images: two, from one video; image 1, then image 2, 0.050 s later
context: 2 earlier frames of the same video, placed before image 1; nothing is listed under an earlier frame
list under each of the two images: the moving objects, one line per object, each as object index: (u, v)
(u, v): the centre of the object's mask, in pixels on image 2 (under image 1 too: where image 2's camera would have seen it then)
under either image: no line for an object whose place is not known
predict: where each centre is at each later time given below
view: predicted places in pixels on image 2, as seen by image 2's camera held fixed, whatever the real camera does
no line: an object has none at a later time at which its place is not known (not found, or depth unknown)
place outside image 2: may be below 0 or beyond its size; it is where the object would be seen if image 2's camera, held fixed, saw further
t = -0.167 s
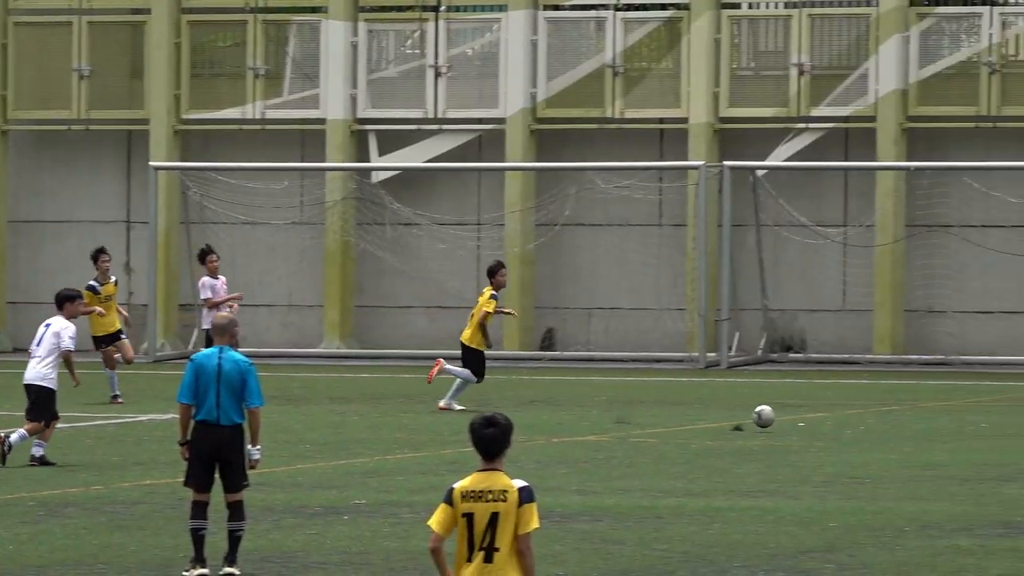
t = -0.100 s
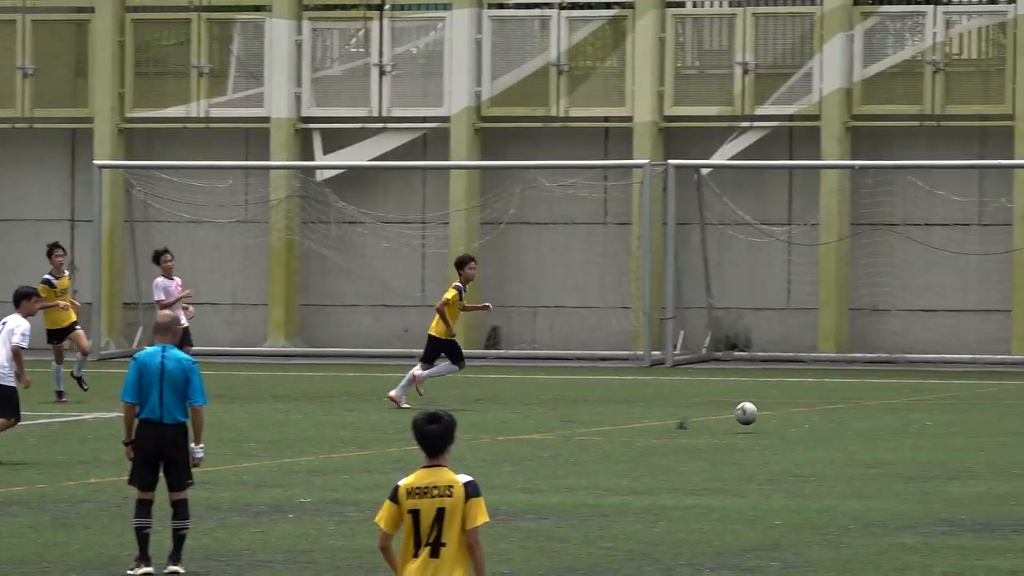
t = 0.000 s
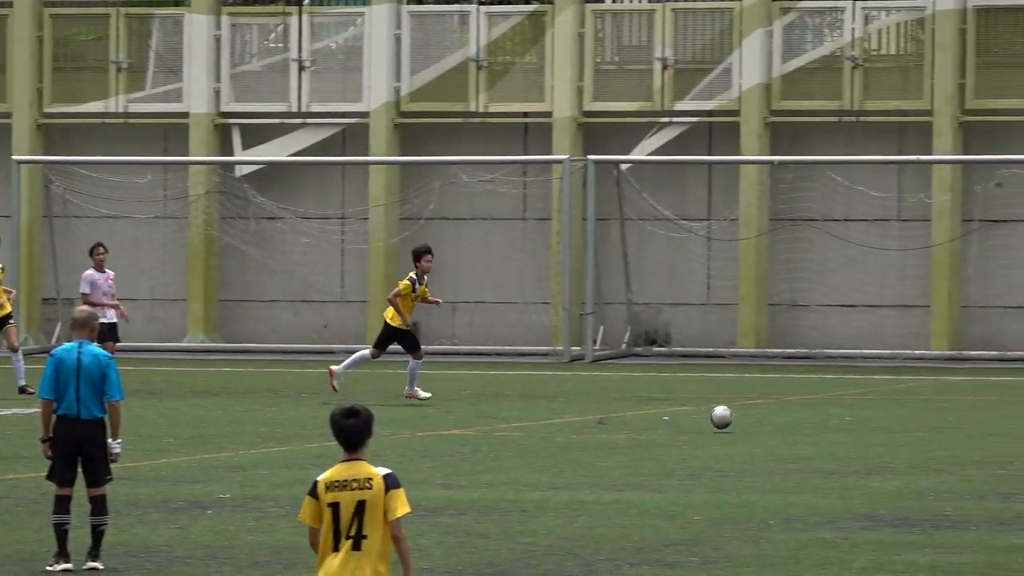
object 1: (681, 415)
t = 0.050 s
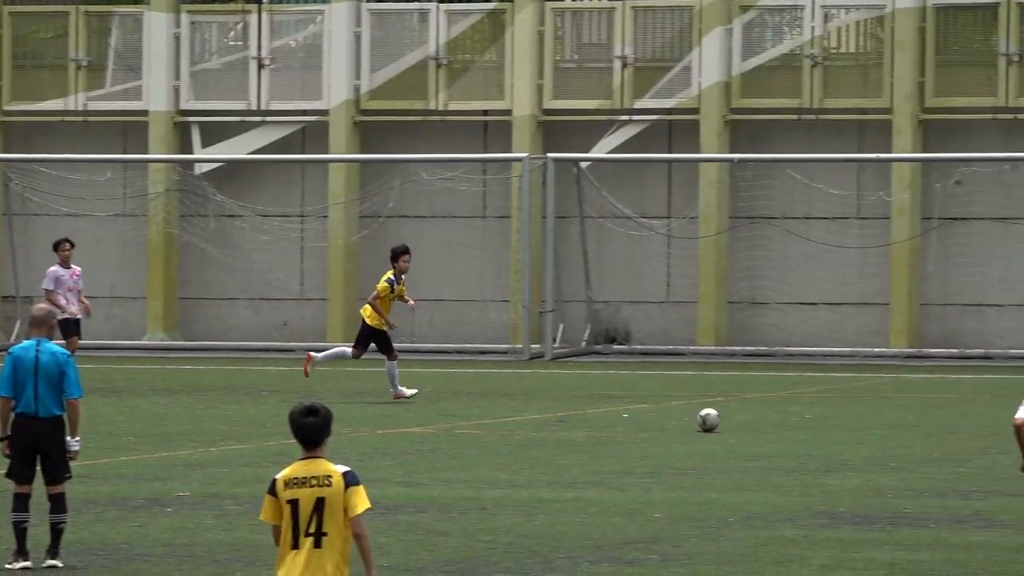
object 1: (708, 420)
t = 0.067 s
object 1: (717, 418)
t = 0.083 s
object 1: (727, 417)
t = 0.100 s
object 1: (736, 417)
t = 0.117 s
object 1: (745, 417)
